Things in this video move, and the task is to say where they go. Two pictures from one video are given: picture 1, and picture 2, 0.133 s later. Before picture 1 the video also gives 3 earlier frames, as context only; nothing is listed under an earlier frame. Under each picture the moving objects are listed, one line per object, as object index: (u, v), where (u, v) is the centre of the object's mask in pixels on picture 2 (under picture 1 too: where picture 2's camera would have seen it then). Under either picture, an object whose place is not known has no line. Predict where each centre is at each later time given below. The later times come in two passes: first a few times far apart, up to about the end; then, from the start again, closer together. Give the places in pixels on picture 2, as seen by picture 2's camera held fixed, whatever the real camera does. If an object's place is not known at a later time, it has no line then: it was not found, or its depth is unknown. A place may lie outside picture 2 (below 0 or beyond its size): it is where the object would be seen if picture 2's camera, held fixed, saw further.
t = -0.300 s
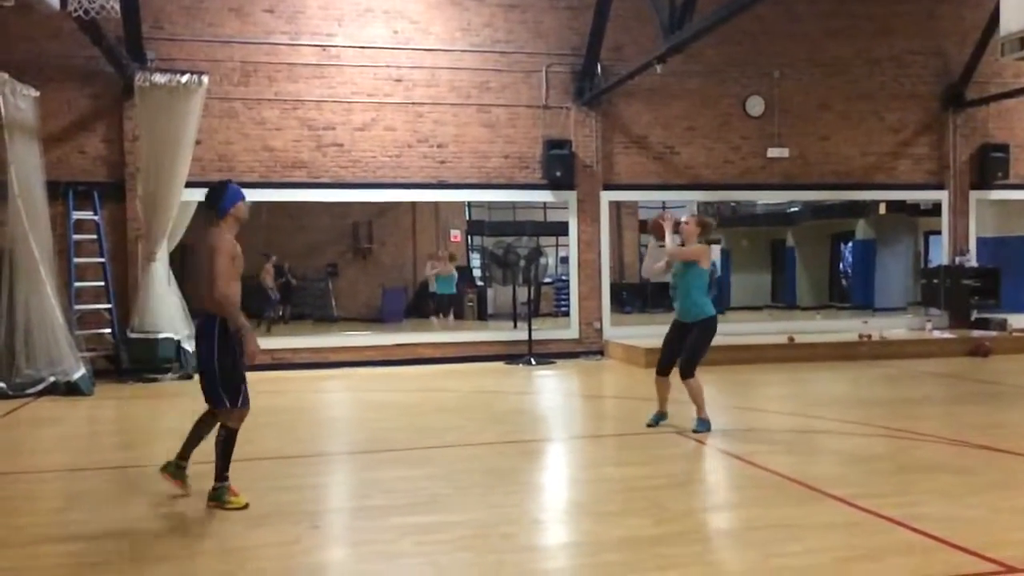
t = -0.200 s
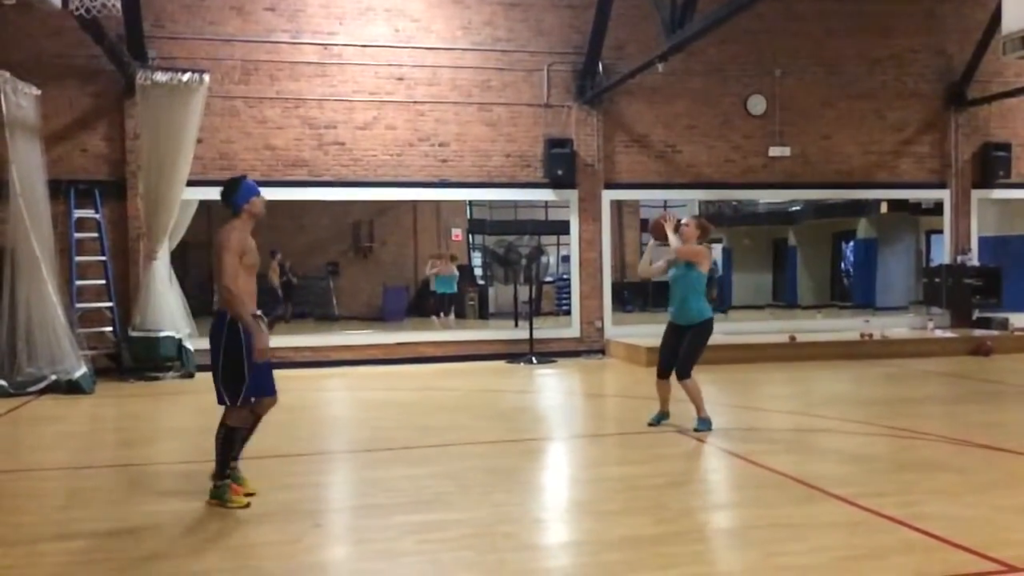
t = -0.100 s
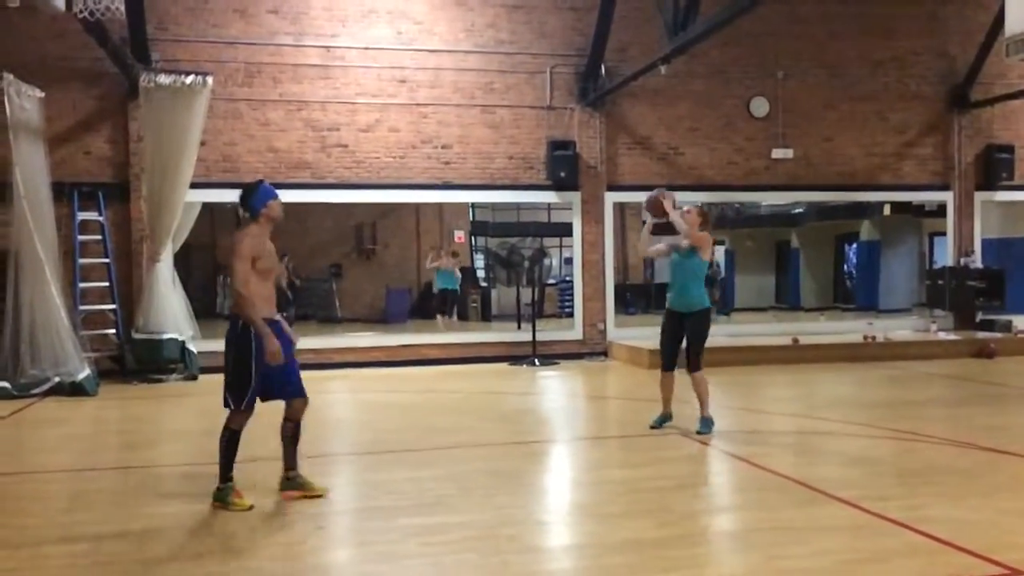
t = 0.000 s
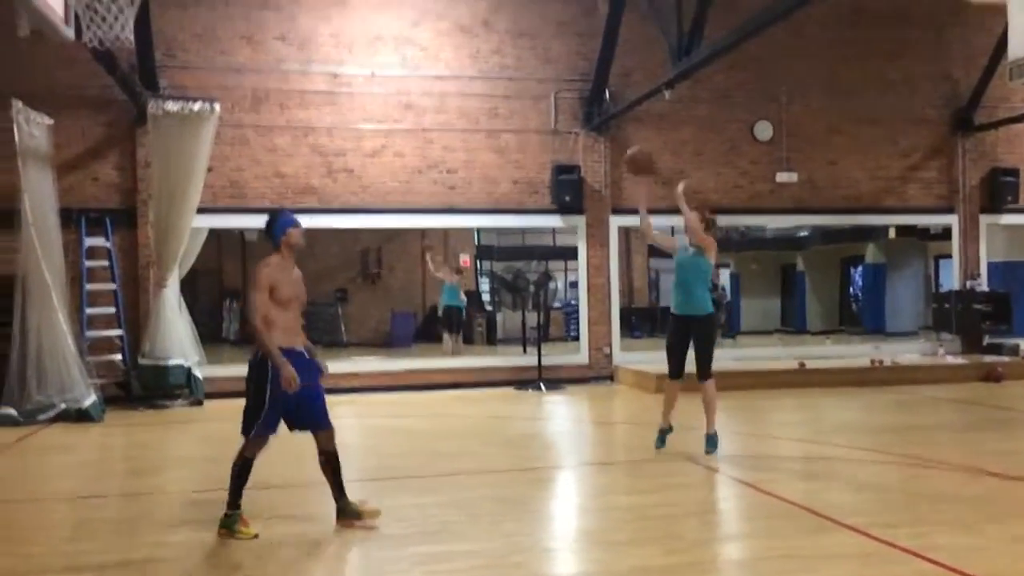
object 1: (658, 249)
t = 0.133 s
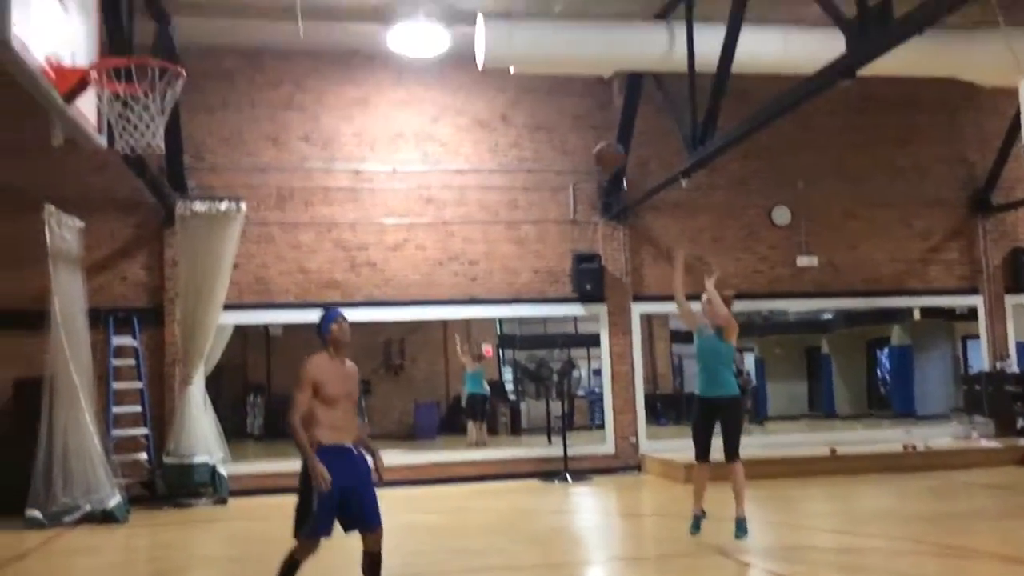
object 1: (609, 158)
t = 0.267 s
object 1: (555, 81)
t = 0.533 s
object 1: (442, -16)
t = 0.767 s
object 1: (326, -31)
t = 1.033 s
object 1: (177, 46)
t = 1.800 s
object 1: (134, 192)
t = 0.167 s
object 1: (595, 137)
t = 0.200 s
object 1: (582, 117)
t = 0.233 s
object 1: (568, 99)
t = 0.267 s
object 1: (555, 81)
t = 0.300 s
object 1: (543, 65)
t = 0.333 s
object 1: (529, 51)
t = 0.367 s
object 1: (515, 36)
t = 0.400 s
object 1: (501, 24)
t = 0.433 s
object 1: (487, 12)
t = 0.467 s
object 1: (472, 2)
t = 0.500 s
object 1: (457, -7)
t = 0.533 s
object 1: (442, -16)
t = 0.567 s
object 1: (427, -22)
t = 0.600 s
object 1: (410, -27)
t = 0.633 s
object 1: (394, -31)
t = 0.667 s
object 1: (378, -33)
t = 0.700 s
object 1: (361, -34)
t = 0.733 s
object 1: (344, -33)
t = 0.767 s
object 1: (326, -31)
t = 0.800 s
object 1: (308, -25)
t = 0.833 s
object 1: (289, -19)
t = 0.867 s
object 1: (270, -10)
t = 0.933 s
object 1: (230, 15)
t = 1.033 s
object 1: (177, 46)
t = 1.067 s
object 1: (166, 43)
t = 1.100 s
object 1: (146, 37)
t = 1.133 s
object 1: (130, 33)
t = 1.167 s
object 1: (118, 32)
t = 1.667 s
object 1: (117, 103)
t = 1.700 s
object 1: (119, 123)
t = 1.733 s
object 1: (125, 145)
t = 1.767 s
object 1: (127, 168)
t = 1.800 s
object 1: (134, 192)
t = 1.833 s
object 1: (136, 222)
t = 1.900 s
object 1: (140, 290)
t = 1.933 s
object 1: (143, 326)
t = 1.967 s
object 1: (145, 366)
